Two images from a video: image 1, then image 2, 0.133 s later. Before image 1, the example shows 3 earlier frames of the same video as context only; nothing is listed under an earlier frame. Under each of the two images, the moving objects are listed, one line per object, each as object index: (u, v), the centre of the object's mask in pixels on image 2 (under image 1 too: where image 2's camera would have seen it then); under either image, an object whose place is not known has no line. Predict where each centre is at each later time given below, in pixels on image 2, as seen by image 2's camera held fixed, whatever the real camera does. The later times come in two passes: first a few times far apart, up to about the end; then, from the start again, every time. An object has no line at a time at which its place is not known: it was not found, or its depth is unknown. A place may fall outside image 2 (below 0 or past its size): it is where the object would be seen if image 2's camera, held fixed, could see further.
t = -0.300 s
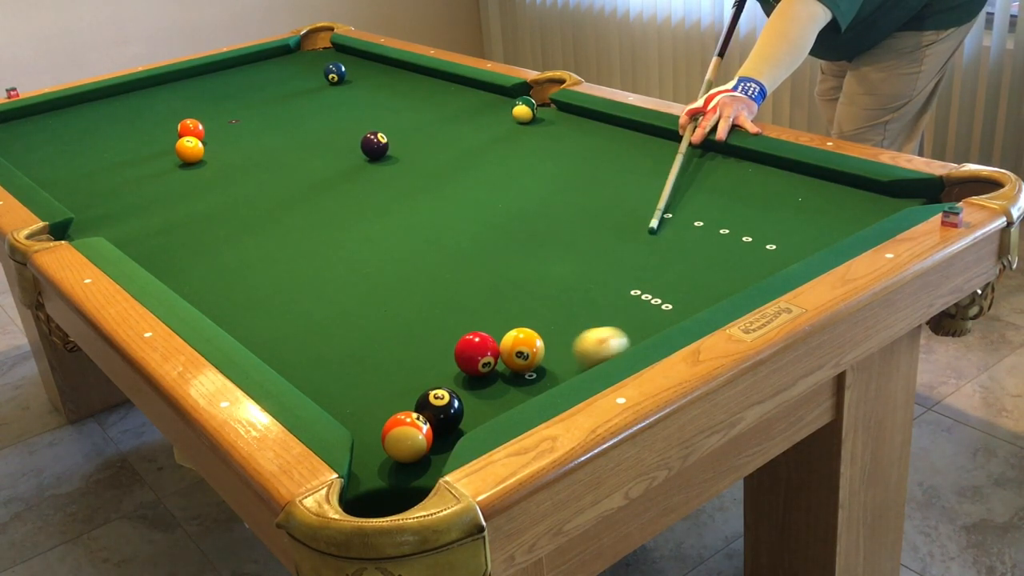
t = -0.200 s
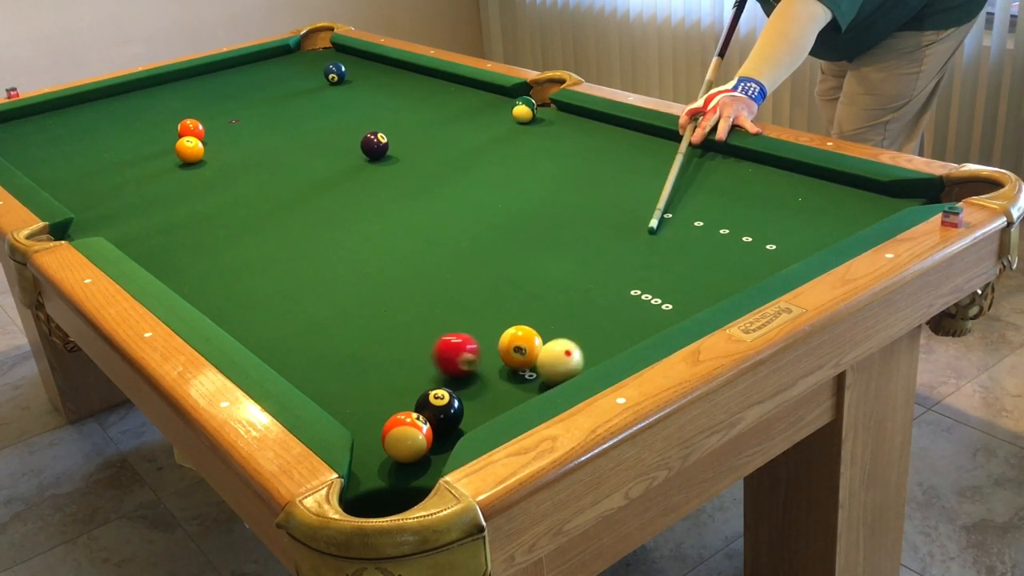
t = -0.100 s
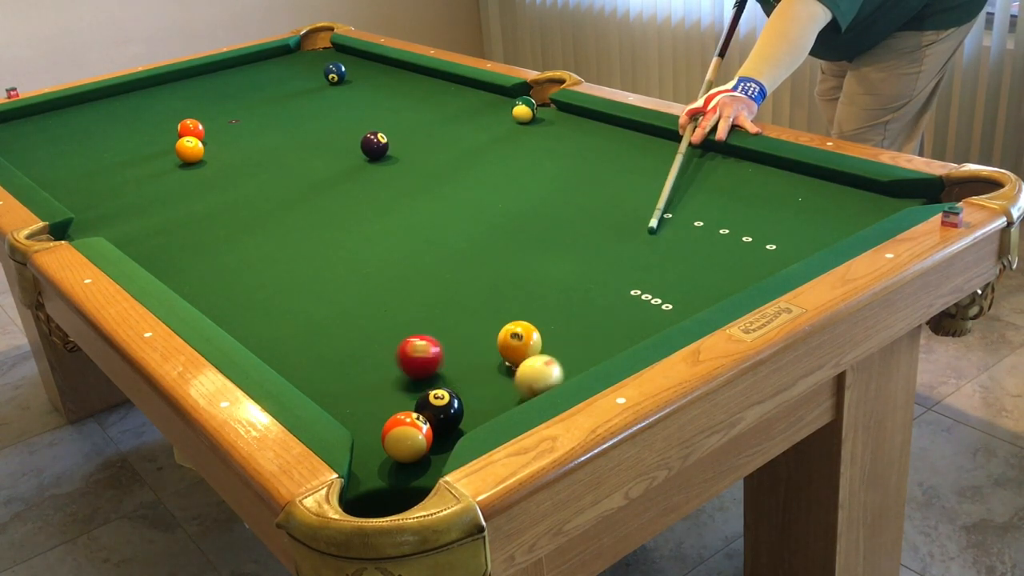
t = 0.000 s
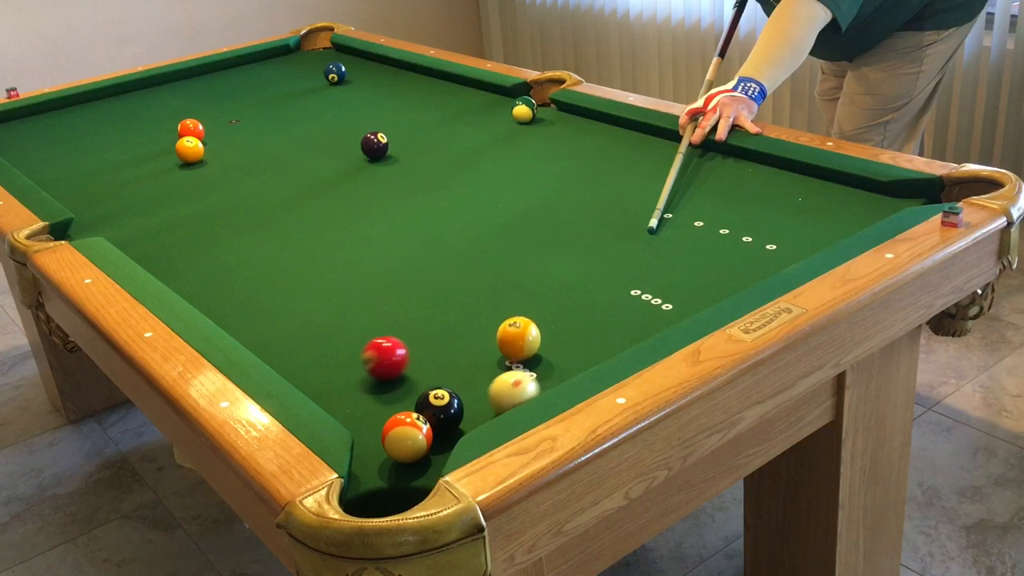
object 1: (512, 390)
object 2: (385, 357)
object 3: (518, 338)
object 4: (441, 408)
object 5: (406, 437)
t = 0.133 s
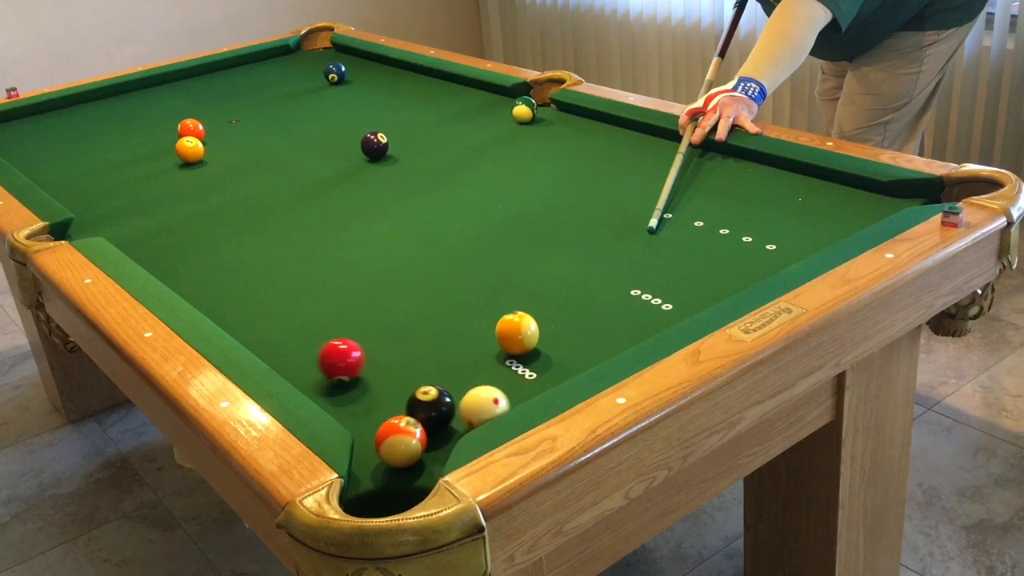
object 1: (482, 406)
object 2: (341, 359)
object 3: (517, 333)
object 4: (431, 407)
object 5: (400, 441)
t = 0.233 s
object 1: (463, 414)
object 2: (309, 362)
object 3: (516, 329)
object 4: (417, 405)
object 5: (390, 449)
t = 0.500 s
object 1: (417, 432)
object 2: (299, 342)
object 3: (514, 320)
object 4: (388, 396)
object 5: (380, 467)
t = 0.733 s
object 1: (379, 447)
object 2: (308, 321)
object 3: (513, 315)
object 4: (367, 390)
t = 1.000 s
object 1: (394, 450)
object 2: (317, 301)
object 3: (512, 310)
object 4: (346, 384)
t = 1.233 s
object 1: (404, 451)
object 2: (324, 286)
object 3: (510, 308)
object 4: (330, 380)
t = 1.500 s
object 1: (412, 451)
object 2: (329, 271)
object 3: (508, 308)
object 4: (316, 376)
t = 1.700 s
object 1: (414, 451)
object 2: (333, 261)
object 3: (508, 308)
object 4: (308, 373)
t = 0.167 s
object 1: (476, 408)
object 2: (330, 360)
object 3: (516, 331)
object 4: (427, 406)
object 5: (397, 444)
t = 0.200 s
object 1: (470, 411)
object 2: (320, 361)
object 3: (516, 330)
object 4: (422, 406)
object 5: (394, 446)
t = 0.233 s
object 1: (463, 414)
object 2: (309, 362)
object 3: (516, 329)
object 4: (417, 405)
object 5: (390, 449)
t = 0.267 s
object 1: (457, 417)
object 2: (298, 362)
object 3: (515, 328)
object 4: (413, 403)
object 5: (387, 451)
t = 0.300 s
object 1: (451, 419)
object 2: (291, 360)
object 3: (515, 326)
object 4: (409, 402)
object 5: (384, 454)
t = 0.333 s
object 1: (446, 422)
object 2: (292, 358)
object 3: (515, 325)
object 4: (406, 401)
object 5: (381, 456)
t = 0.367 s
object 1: (440, 425)
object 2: (294, 355)
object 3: (514, 324)
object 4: (402, 400)
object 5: (378, 459)
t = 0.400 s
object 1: (434, 427)
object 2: (295, 351)
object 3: (514, 322)
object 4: (398, 399)
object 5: (377, 460)
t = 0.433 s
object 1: (428, 429)
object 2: (296, 347)
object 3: (514, 323)
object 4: (395, 398)
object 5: (378, 462)
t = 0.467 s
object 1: (422, 431)
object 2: (298, 345)
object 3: (514, 322)
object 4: (392, 397)
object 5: (379, 464)
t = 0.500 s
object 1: (417, 432)
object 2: (299, 342)
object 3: (514, 320)
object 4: (388, 396)
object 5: (380, 467)
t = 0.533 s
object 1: (412, 434)
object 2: (301, 339)
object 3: (514, 320)
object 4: (385, 395)
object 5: (381, 471)
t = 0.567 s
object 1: (406, 435)
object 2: (302, 335)
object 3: (514, 319)
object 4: (382, 395)
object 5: (382, 480)
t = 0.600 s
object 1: (399, 439)
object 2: (303, 333)
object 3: (513, 318)
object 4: (379, 394)
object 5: (384, 491)
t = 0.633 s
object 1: (393, 441)
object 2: (305, 330)
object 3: (513, 317)
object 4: (376, 393)
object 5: (386, 502)
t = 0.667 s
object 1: (388, 443)
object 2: (306, 326)
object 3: (513, 316)
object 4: (373, 391)
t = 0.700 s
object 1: (382, 445)
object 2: (307, 324)
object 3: (513, 316)
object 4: (370, 391)
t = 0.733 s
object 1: (379, 447)
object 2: (308, 321)
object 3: (513, 315)
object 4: (367, 390)
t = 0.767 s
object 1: (381, 447)
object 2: (309, 318)
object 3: (513, 314)
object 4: (364, 389)
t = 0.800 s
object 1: (383, 447)
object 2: (311, 316)
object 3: (513, 314)
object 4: (361, 388)
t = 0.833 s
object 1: (386, 448)
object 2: (312, 313)
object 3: (513, 313)
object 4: (358, 388)
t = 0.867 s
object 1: (387, 448)
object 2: (313, 310)
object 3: (513, 312)
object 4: (356, 387)
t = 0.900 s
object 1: (389, 448)
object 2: (314, 308)
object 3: (512, 312)
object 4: (353, 386)
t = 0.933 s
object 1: (391, 449)
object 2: (315, 306)
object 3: (512, 311)
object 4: (351, 386)
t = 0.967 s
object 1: (393, 449)
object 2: (316, 303)
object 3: (512, 311)
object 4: (348, 385)
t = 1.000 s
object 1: (394, 450)
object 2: (317, 301)
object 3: (512, 310)
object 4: (346, 384)
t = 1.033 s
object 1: (396, 450)
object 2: (318, 298)
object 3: (512, 310)
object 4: (343, 384)
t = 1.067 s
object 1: (398, 450)
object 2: (319, 296)
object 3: (512, 309)
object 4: (341, 383)
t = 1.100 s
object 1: (399, 450)
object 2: (320, 294)
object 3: (511, 309)
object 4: (339, 382)
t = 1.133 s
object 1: (401, 450)
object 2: (321, 292)
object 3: (511, 309)
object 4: (337, 382)
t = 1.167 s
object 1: (402, 451)
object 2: (322, 290)
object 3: (511, 309)
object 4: (334, 381)
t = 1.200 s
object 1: (403, 451)
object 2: (323, 288)
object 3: (511, 308)
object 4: (332, 381)
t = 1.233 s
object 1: (404, 451)
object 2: (324, 286)
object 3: (510, 308)
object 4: (330, 380)
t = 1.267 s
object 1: (405, 451)
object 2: (324, 284)
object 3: (510, 308)
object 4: (328, 379)
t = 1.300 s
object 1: (407, 451)
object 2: (325, 282)
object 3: (510, 308)
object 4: (326, 379)
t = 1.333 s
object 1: (408, 451)
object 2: (326, 280)
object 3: (510, 308)
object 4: (324, 378)
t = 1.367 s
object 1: (409, 451)
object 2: (327, 278)
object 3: (509, 308)
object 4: (323, 378)
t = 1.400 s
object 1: (410, 451)
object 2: (327, 276)
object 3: (509, 308)
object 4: (321, 378)
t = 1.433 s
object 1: (410, 451)
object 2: (328, 274)
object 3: (509, 308)
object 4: (319, 377)
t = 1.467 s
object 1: (411, 451)
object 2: (329, 273)
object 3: (508, 308)
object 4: (318, 377)
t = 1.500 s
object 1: (412, 451)
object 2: (329, 271)
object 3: (508, 308)
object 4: (316, 376)
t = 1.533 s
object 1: (412, 451)
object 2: (330, 269)
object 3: (508, 308)
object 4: (315, 375)
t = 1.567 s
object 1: (412, 451)
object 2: (331, 267)
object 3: (508, 308)
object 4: (313, 375)
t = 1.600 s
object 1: (413, 451)
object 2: (331, 266)
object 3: (508, 308)
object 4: (312, 374)
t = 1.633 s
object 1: (413, 451)
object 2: (332, 264)
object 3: (508, 308)
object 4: (311, 374)
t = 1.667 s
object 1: (413, 451)
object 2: (333, 263)
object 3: (508, 308)
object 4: (309, 373)
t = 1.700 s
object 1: (414, 451)
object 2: (333, 261)
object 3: (508, 308)
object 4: (308, 373)
